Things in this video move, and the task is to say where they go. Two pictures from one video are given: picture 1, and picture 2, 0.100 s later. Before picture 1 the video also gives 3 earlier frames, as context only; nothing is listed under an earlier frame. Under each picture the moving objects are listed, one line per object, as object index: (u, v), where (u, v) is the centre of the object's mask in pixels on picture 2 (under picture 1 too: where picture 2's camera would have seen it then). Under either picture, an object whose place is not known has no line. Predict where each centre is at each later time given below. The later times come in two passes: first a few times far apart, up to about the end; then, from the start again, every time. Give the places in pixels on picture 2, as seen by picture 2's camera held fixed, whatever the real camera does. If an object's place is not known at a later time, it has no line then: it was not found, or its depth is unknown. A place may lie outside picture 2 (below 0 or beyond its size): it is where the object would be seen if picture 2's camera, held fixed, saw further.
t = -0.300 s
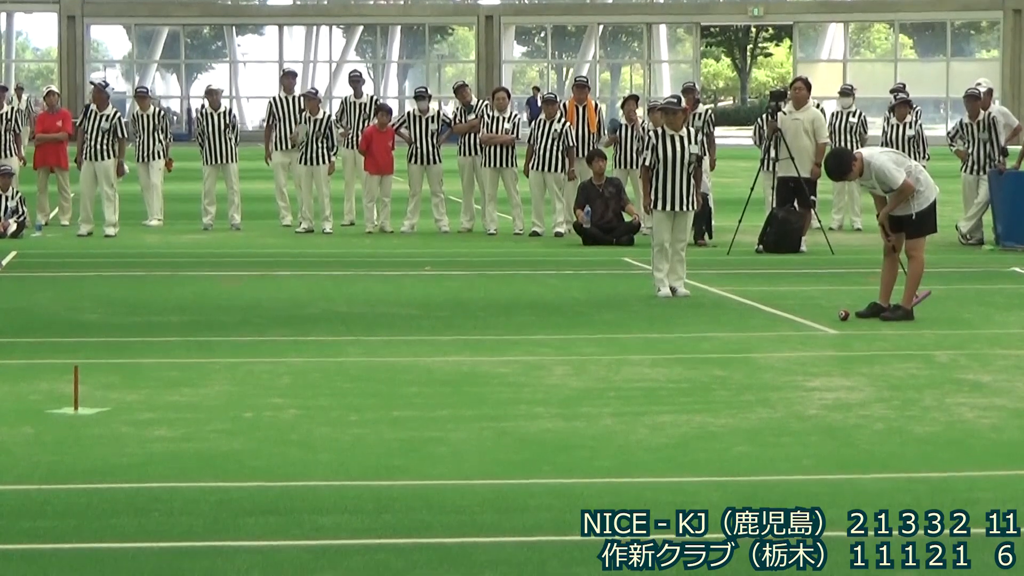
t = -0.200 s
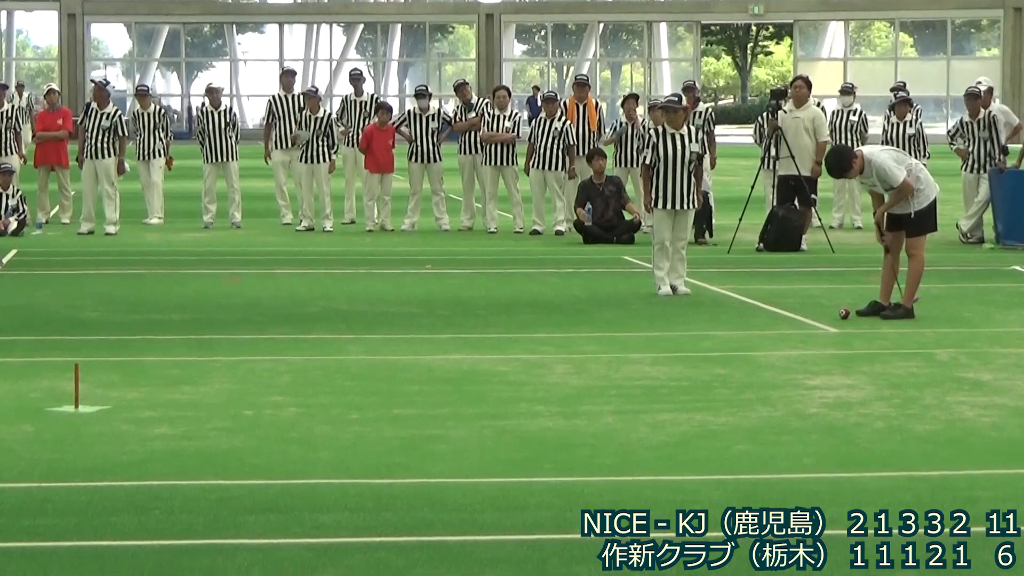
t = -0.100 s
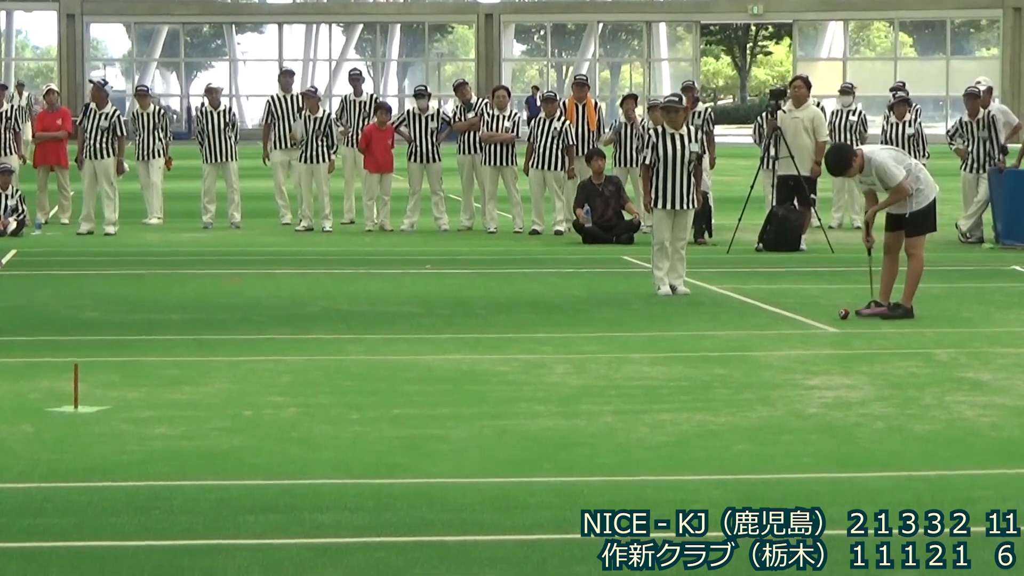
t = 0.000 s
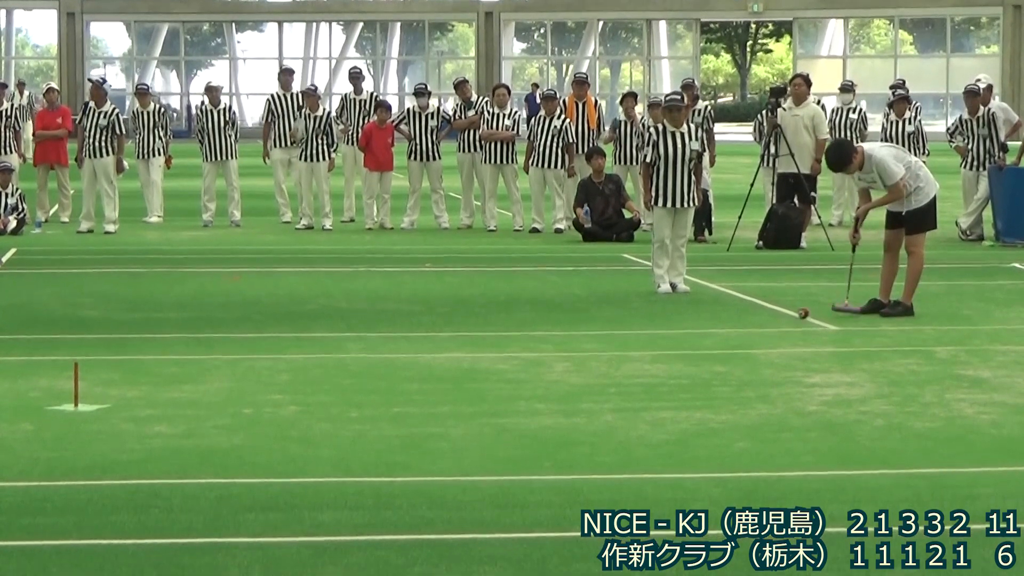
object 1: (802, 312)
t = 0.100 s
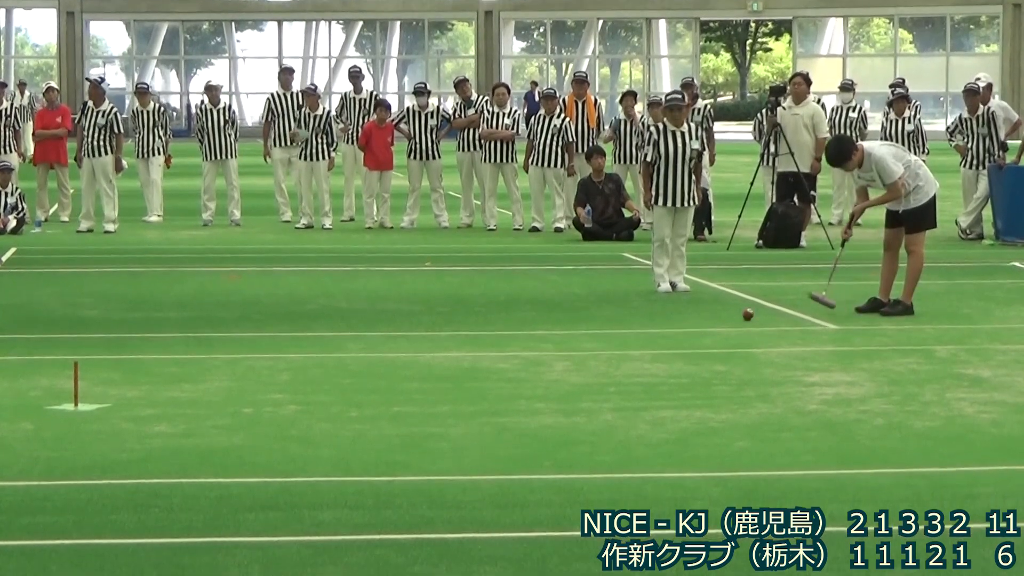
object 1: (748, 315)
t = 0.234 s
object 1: (678, 319)
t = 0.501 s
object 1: (556, 324)
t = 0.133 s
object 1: (729, 316)
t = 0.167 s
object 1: (713, 317)
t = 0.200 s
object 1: (695, 318)
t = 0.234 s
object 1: (678, 319)
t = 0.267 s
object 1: (662, 319)
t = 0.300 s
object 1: (645, 320)
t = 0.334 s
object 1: (630, 320)
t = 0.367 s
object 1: (615, 322)
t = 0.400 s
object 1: (599, 322)
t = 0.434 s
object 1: (585, 323)
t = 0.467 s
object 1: (571, 324)
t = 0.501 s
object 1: (556, 324)
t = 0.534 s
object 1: (543, 325)
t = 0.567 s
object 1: (529, 325)
